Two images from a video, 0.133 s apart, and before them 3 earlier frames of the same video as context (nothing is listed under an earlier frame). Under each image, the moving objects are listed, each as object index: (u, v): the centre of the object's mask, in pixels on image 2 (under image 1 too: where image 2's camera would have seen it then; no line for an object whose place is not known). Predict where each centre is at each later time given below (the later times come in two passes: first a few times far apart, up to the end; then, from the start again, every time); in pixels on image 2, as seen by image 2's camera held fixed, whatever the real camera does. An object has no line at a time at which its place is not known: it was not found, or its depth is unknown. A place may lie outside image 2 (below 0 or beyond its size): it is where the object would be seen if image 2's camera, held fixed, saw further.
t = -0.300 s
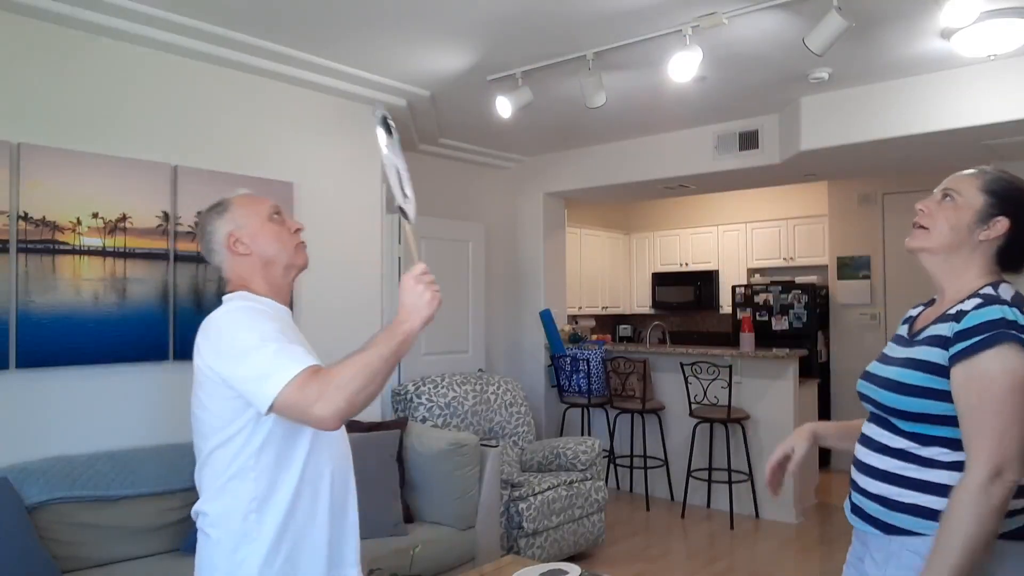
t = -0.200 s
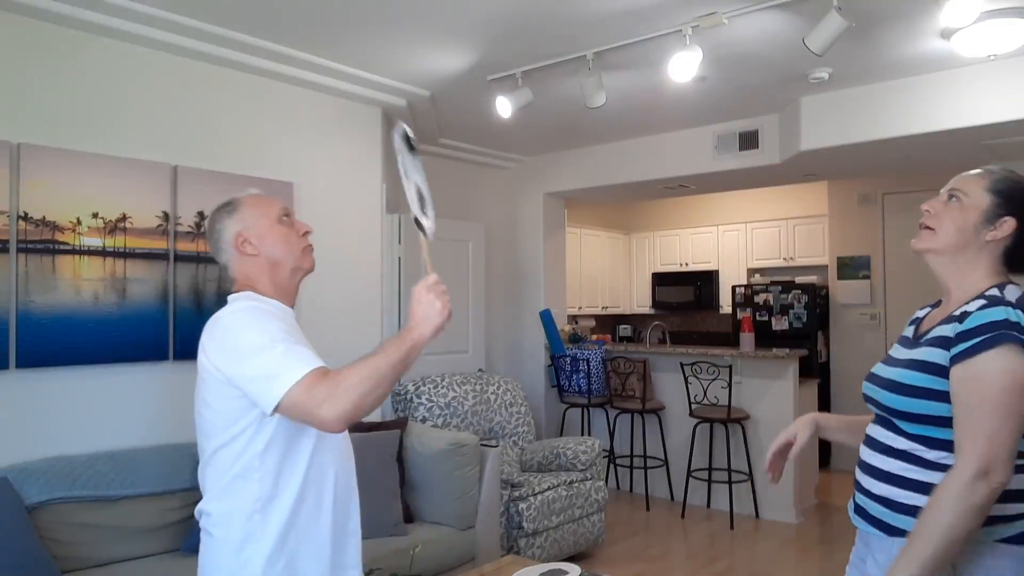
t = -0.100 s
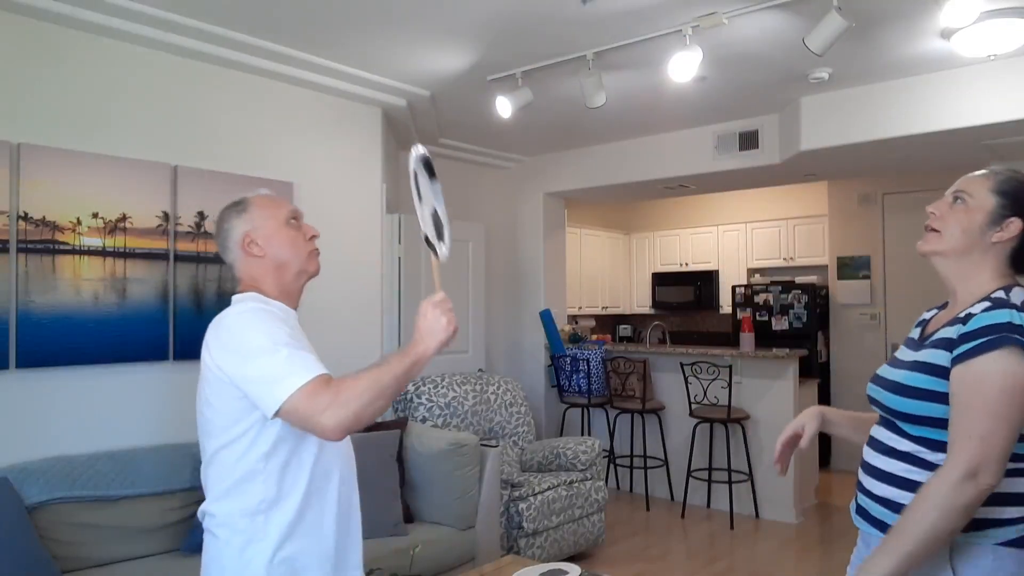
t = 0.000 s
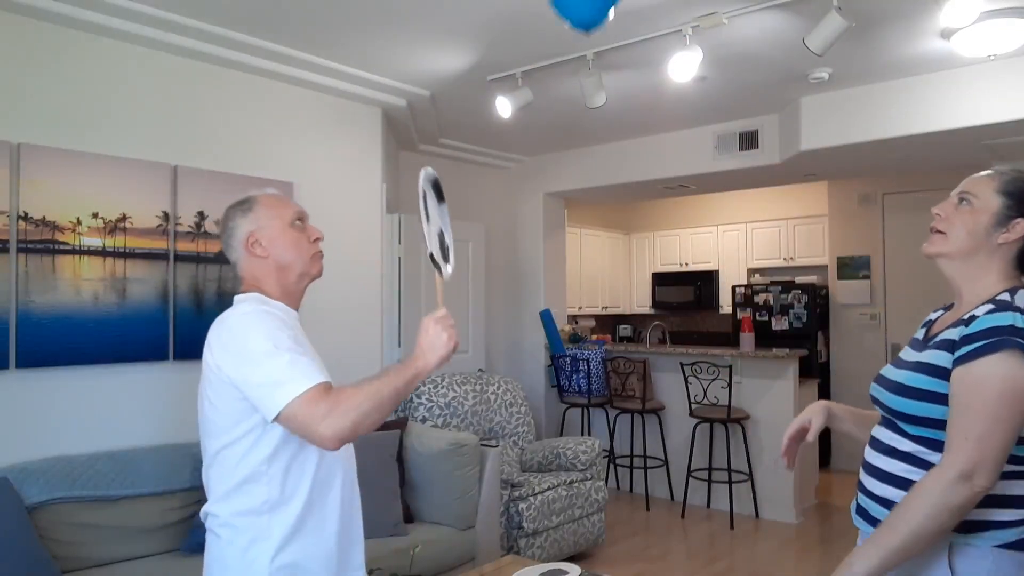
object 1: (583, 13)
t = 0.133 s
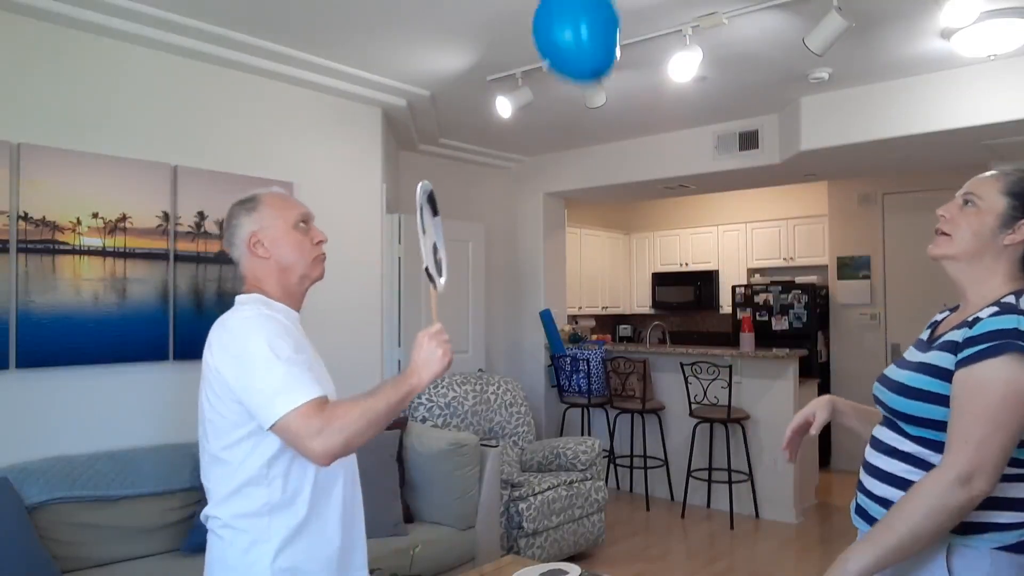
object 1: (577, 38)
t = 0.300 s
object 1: (578, 119)
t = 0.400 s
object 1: (584, 173)
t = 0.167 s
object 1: (576, 49)
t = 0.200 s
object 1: (576, 65)
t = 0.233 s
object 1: (576, 83)
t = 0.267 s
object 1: (577, 101)
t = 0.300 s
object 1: (578, 119)
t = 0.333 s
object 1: (579, 137)
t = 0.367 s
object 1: (581, 156)
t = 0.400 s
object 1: (584, 173)
